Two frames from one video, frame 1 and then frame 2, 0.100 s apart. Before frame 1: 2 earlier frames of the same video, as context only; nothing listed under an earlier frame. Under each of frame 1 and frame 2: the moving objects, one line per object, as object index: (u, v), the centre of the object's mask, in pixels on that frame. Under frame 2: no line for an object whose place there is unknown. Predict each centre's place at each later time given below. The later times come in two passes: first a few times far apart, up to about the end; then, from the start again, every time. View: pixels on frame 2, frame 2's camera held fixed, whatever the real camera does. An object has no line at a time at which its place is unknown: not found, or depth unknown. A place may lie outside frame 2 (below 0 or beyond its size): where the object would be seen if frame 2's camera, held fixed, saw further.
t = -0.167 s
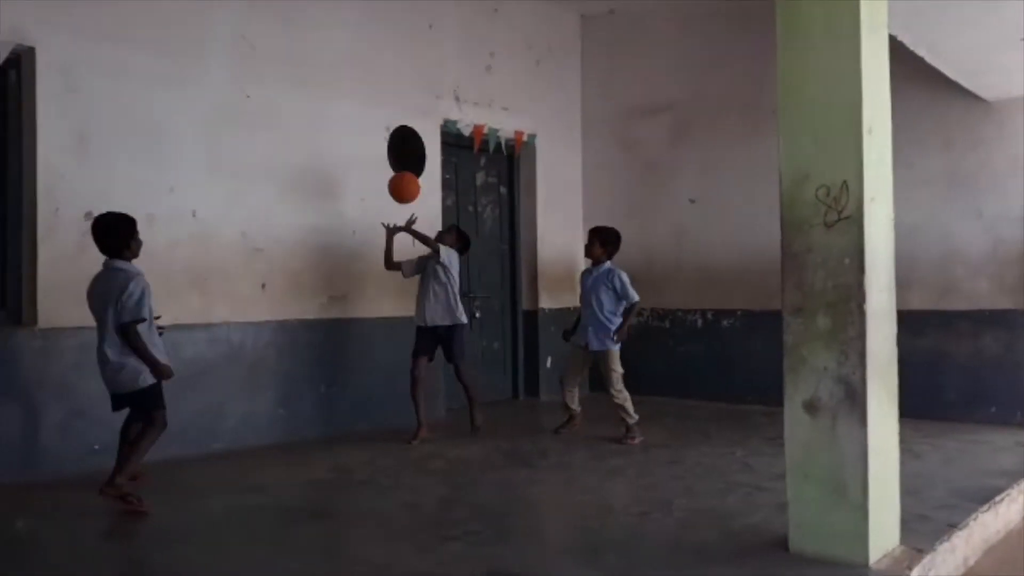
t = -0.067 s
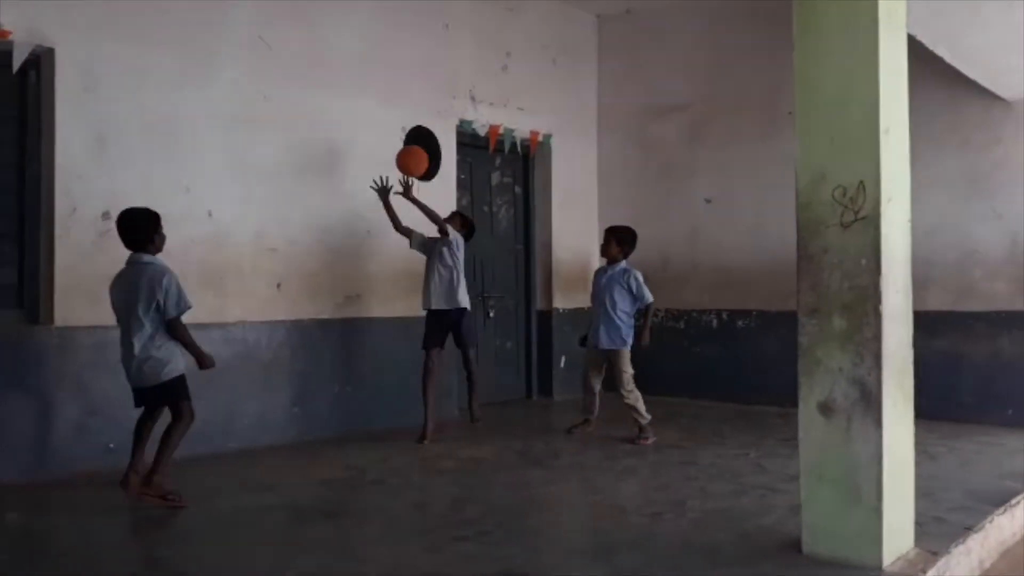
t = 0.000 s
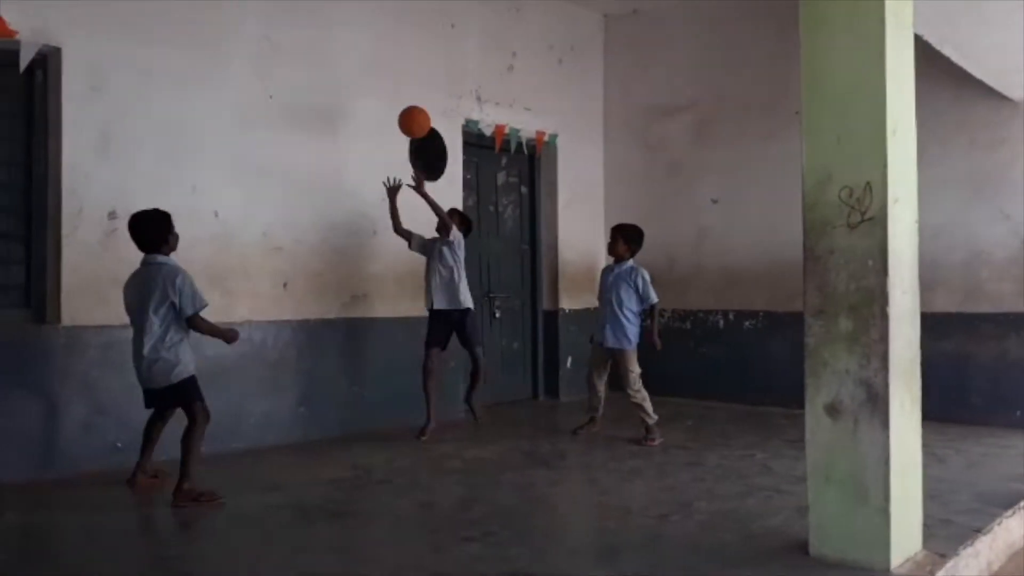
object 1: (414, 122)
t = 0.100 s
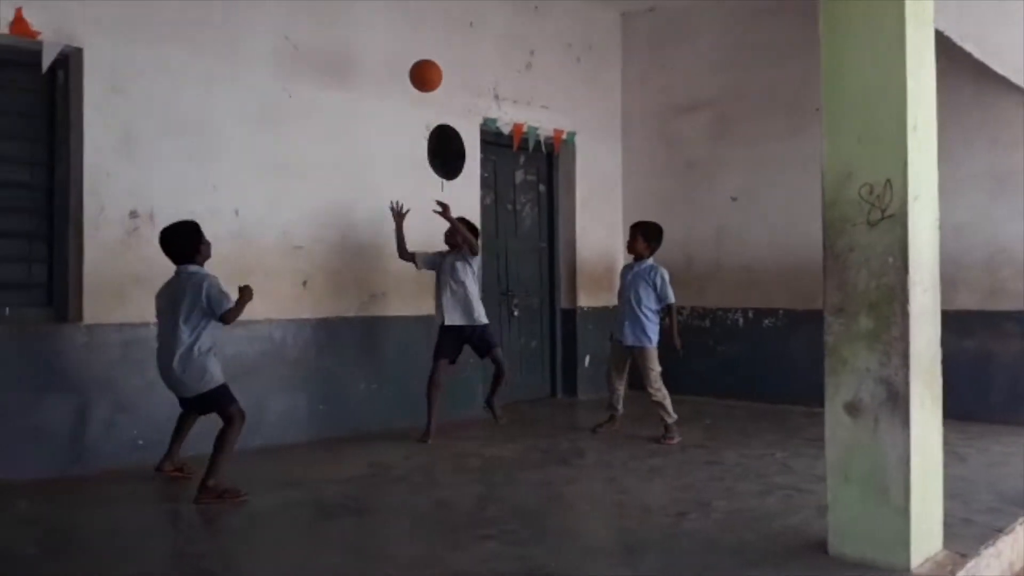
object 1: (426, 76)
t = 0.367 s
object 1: (411, 39)
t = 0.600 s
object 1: (398, 120)
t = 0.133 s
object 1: (424, 64)
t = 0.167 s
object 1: (422, 54)
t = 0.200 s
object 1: (421, 46)
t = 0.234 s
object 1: (418, 40)
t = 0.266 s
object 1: (417, 37)
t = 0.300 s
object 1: (416, 36)
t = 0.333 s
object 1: (413, 36)
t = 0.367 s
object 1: (411, 39)
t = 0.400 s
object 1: (409, 43)
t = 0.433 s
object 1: (408, 50)
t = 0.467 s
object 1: (406, 59)
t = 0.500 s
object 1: (405, 71)
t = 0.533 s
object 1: (403, 85)
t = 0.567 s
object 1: (400, 101)
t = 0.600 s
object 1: (398, 120)
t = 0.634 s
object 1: (396, 140)
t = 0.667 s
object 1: (395, 164)
